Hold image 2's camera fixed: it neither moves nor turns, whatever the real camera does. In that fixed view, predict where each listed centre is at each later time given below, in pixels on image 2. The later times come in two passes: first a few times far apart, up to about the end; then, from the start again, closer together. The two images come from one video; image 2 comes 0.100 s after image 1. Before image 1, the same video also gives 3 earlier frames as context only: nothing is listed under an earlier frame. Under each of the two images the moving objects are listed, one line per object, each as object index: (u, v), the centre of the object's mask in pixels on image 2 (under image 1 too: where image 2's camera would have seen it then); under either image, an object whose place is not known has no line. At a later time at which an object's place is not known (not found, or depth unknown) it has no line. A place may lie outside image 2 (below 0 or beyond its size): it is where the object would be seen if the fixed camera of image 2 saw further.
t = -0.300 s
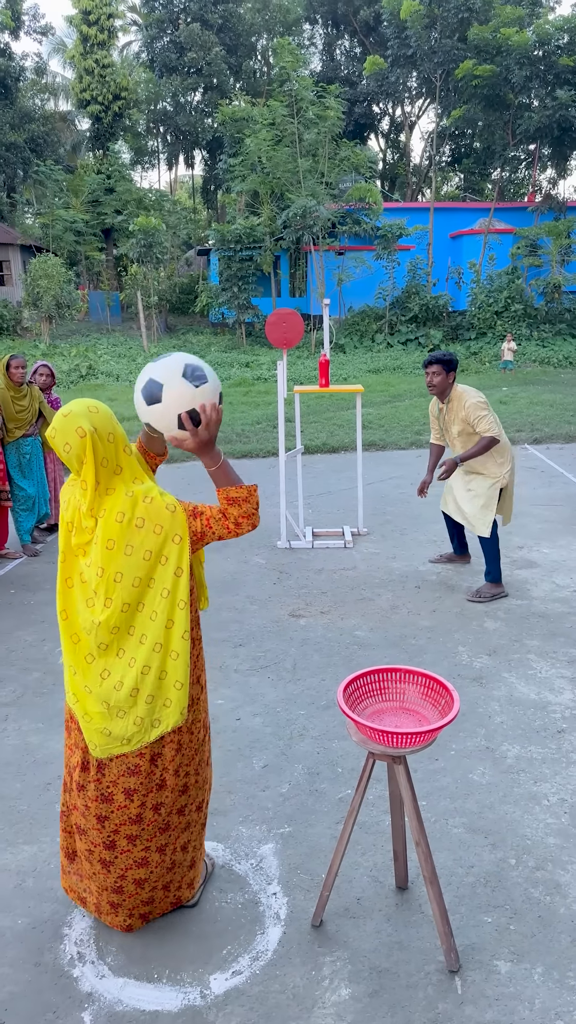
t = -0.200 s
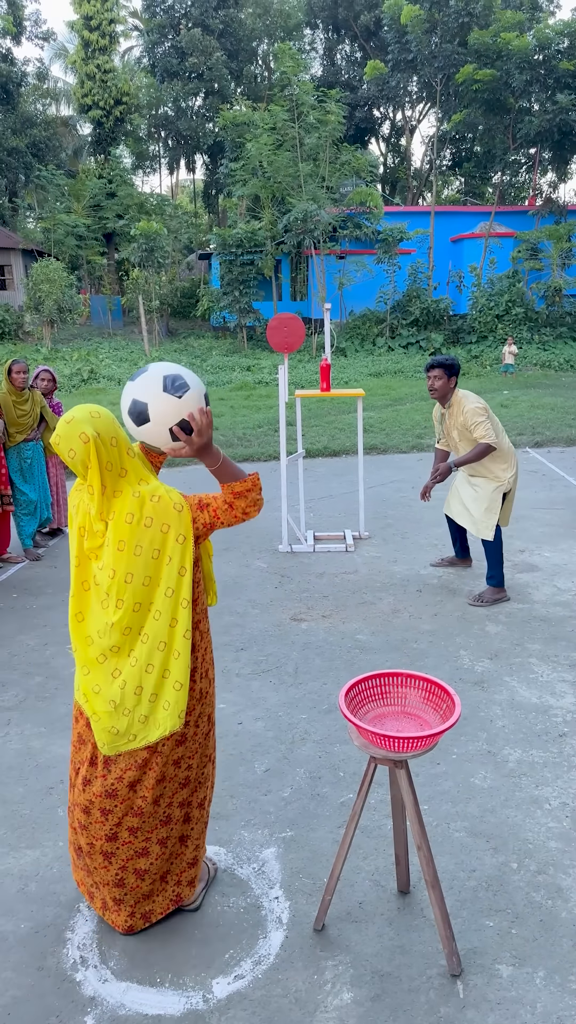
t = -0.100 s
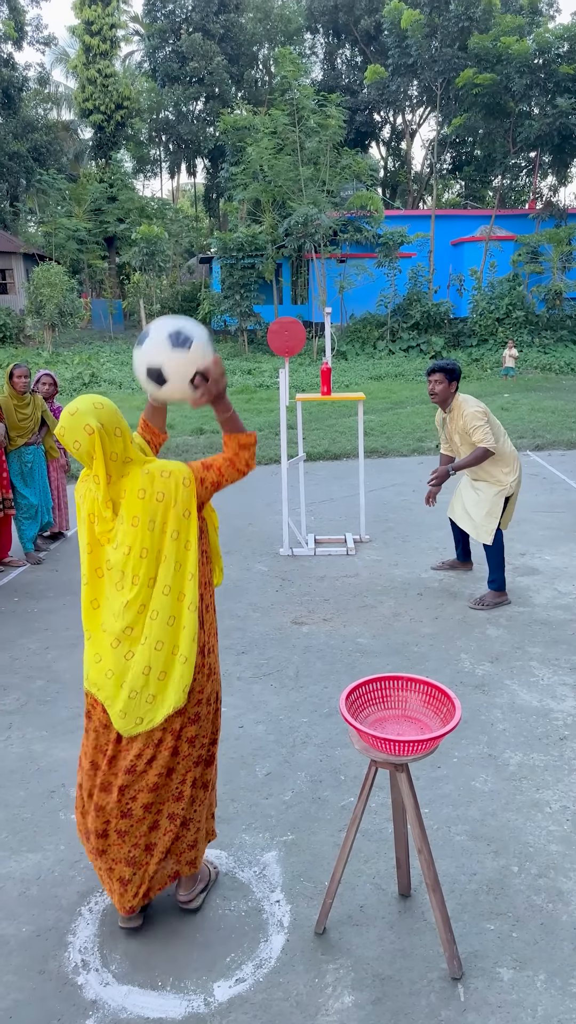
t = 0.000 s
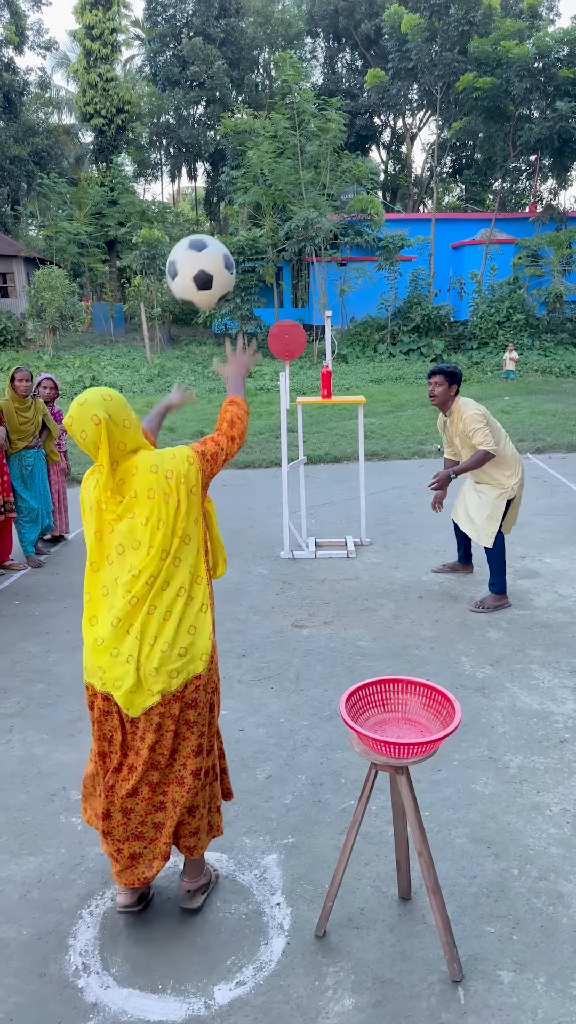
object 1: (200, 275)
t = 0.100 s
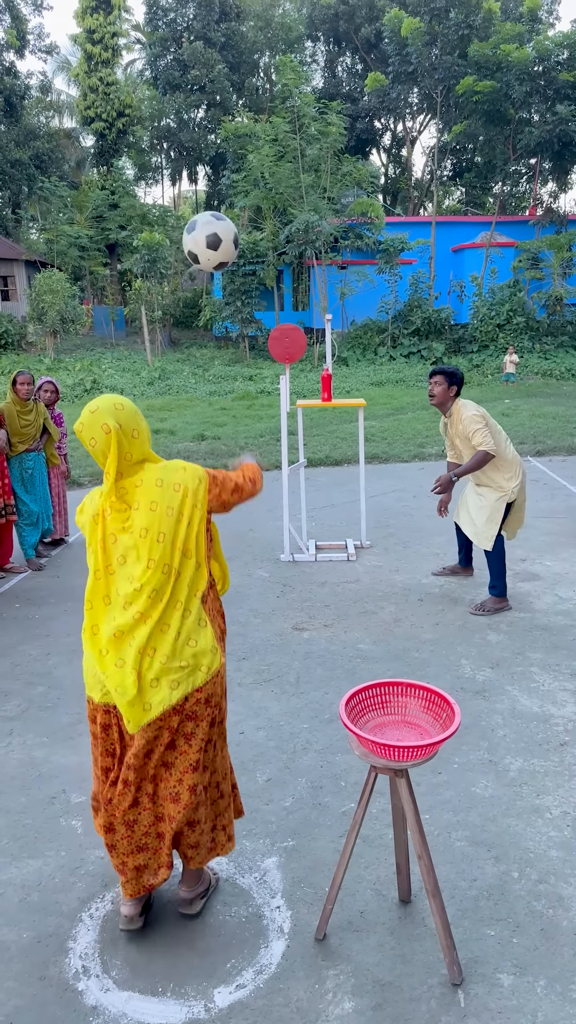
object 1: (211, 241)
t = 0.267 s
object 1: (222, 252)
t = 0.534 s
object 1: (232, 342)
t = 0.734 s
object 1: (237, 430)
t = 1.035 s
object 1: (239, 422)
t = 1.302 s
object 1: (239, 360)
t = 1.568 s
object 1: (241, 367)
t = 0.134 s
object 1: (213, 239)
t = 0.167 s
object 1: (215, 239)
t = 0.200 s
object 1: (218, 241)
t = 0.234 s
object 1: (220, 246)
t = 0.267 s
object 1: (222, 252)
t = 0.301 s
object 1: (223, 260)
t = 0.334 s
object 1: (224, 269)
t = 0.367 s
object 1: (226, 279)
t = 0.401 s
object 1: (227, 291)
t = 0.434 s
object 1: (228, 303)
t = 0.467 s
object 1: (230, 315)
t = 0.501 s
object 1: (231, 329)
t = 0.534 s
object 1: (232, 342)
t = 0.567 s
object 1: (233, 356)
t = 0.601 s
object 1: (234, 370)
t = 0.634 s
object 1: (234, 385)
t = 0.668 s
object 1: (236, 400)
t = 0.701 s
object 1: (235, 415)
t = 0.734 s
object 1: (237, 430)
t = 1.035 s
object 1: (239, 422)
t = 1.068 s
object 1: (239, 410)
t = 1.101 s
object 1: (239, 400)
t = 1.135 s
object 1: (239, 391)
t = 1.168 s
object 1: (239, 382)
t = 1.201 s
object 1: (239, 375)
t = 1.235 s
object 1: (238, 370)
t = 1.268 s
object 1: (239, 364)
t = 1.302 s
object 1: (239, 360)
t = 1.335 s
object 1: (239, 358)
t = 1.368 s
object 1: (238, 356)
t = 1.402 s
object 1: (238, 355)
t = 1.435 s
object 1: (239, 356)
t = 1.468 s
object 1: (239, 357)
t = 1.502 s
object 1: (240, 359)
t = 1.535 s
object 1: (241, 363)
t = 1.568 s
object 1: (241, 367)
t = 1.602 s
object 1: (240, 372)
